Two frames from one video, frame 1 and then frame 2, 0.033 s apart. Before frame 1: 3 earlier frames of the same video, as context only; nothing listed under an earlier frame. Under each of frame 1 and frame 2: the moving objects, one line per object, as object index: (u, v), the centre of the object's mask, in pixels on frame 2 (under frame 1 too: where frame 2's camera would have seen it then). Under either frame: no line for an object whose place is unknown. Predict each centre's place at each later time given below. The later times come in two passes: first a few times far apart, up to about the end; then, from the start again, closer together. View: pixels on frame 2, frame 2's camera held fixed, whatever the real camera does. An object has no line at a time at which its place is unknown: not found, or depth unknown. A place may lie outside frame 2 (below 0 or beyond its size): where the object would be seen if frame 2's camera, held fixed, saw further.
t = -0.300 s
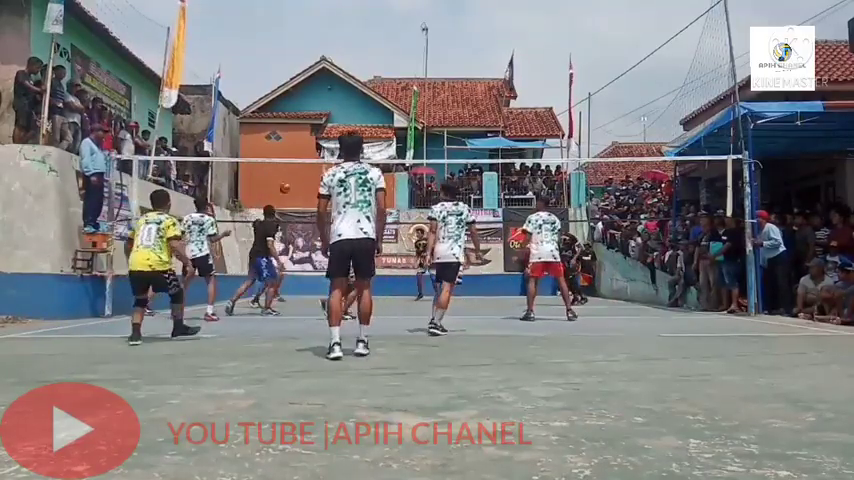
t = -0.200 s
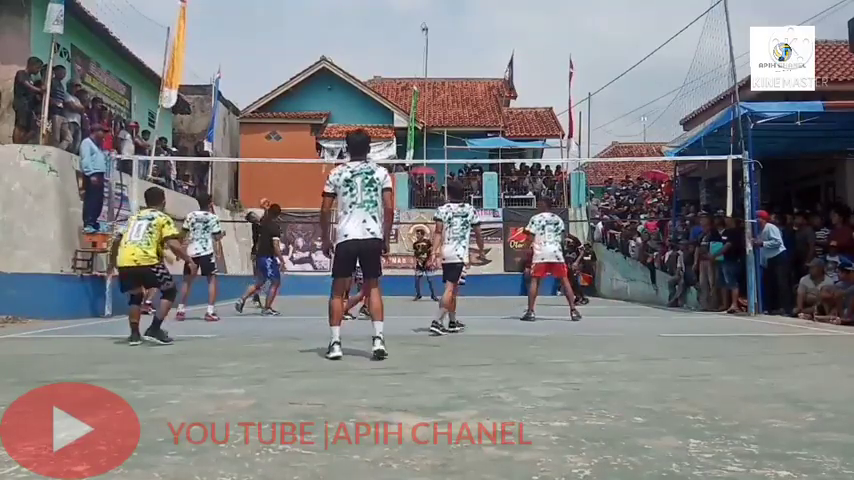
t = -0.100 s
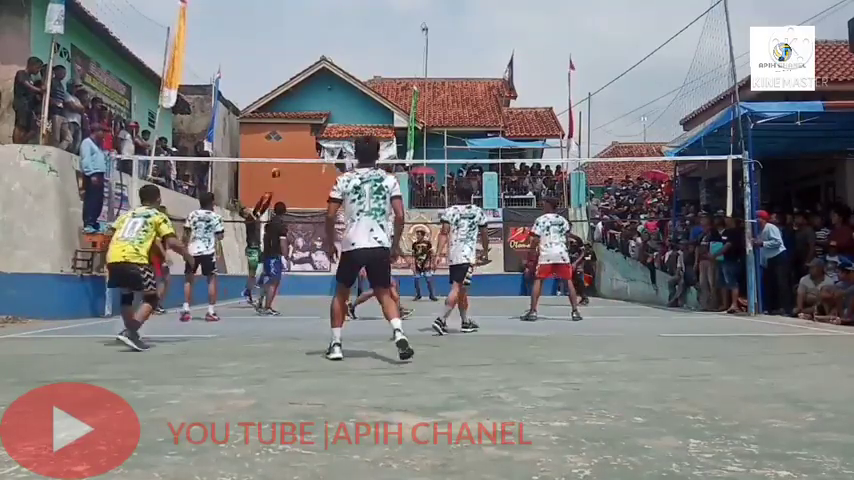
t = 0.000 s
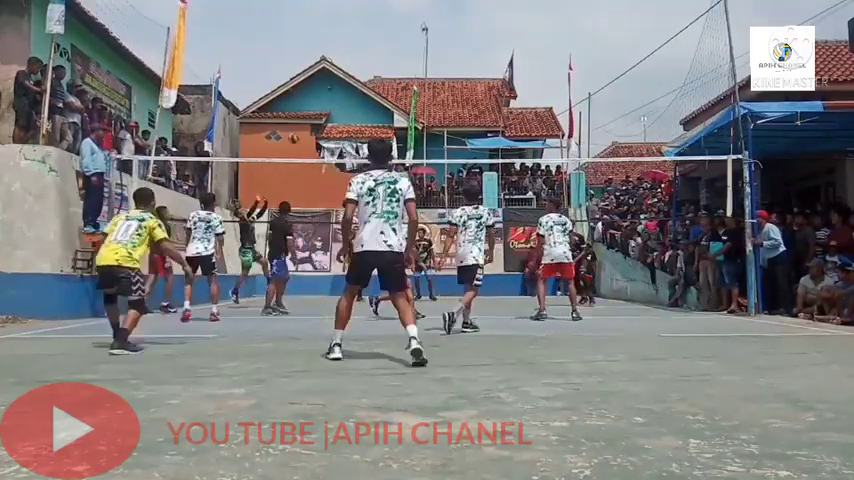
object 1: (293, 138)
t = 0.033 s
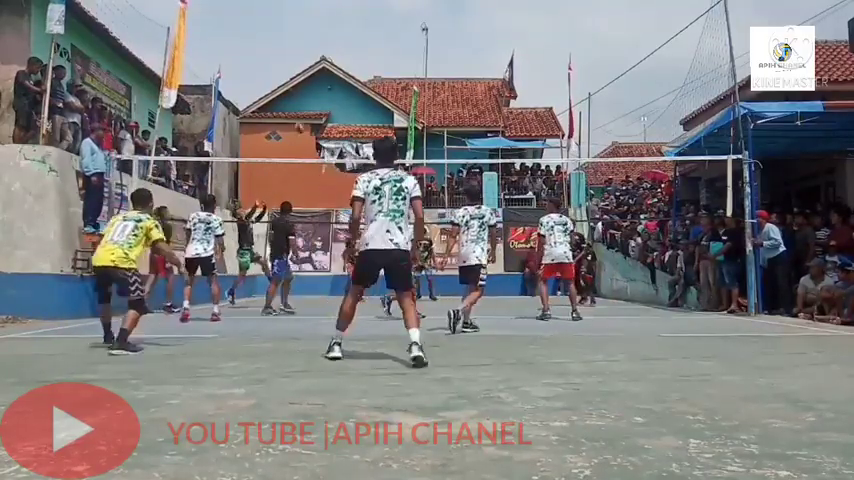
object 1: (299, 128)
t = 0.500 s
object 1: (384, 47)
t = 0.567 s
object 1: (396, 44)
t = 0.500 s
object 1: (384, 47)
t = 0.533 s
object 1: (390, 46)
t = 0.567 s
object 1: (396, 44)
